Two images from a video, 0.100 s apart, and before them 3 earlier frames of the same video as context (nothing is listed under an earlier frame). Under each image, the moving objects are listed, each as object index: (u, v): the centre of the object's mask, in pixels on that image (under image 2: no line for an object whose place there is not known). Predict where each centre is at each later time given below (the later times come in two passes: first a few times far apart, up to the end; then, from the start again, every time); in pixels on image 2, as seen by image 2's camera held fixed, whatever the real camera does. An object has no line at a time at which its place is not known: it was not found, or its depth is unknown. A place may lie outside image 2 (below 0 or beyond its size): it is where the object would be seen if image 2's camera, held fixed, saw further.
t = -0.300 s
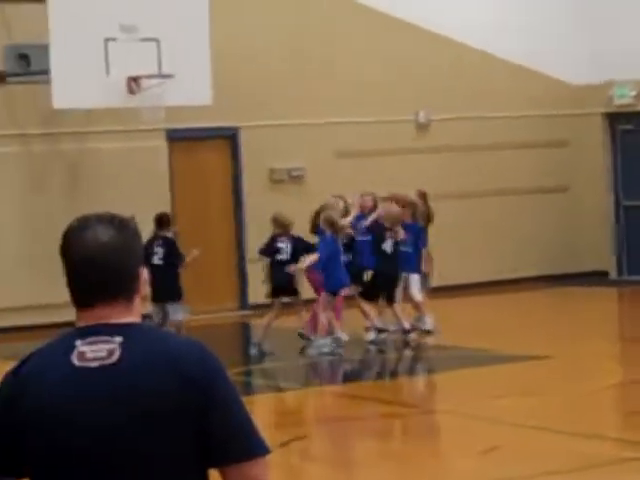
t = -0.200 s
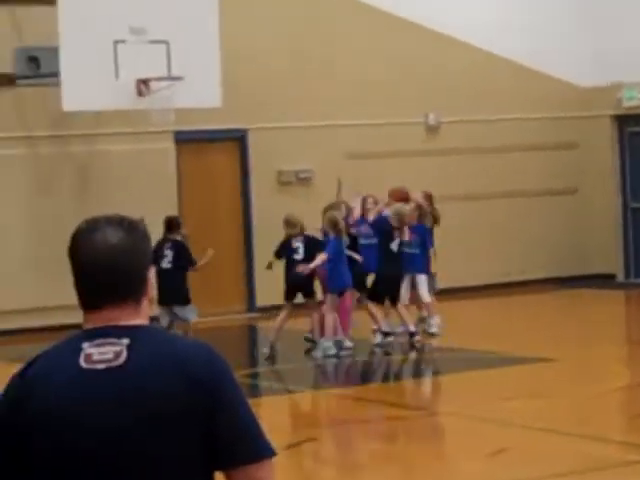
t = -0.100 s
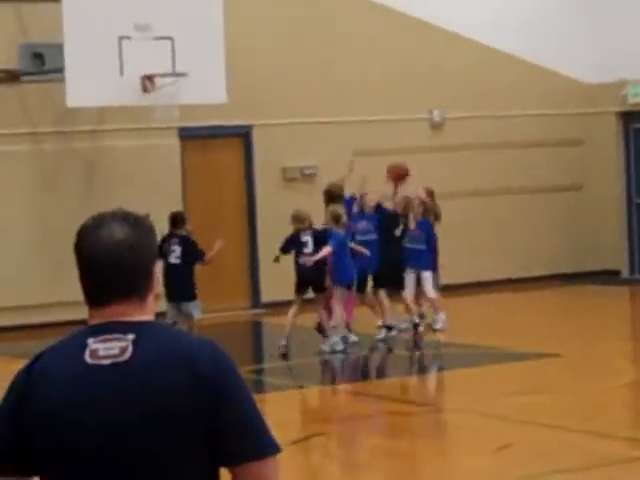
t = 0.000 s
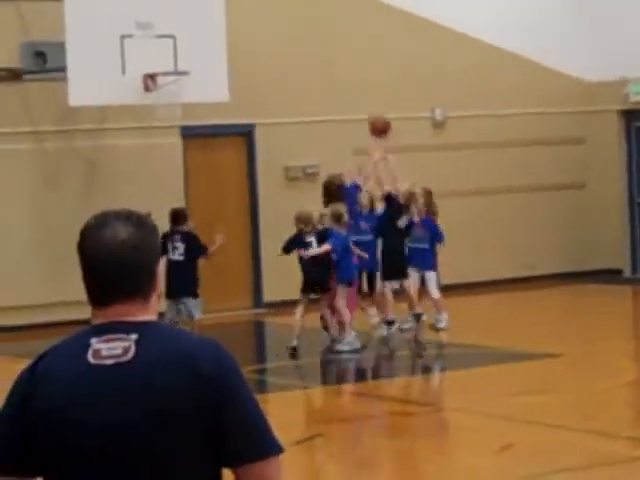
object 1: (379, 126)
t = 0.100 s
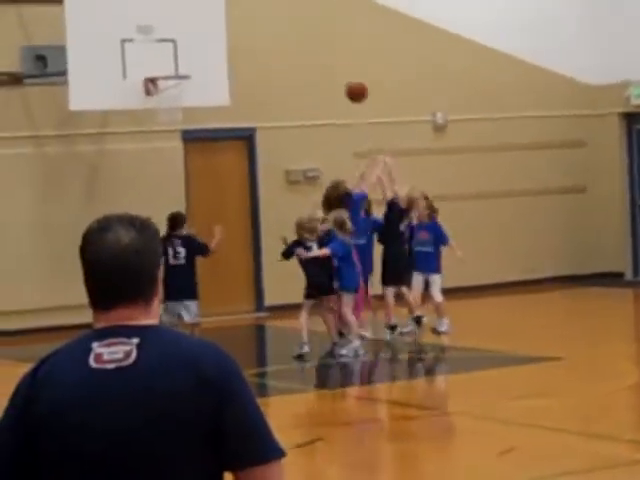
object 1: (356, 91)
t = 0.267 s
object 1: (317, 49)
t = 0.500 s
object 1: (267, 35)
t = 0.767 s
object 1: (213, 81)
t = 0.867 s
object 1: (194, 115)
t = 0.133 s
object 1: (348, 81)
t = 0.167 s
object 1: (340, 71)
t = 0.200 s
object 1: (333, 63)
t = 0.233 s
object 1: (325, 55)
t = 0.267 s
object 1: (317, 49)
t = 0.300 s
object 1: (310, 44)
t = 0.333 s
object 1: (303, 40)
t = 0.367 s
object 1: (296, 37)
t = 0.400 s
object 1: (289, 35)
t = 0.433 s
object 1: (281, 34)
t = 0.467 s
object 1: (275, 34)
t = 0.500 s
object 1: (267, 35)
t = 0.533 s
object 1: (260, 37)
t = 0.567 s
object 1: (253, 40)
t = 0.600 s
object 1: (247, 44)
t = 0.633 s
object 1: (240, 50)
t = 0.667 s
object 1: (234, 57)
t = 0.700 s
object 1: (227, 64)
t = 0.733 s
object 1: (220, 72)
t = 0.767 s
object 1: (213, 81)
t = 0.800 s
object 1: (207, 92)
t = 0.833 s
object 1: (201, 104)
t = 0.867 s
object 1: (194, 115)
